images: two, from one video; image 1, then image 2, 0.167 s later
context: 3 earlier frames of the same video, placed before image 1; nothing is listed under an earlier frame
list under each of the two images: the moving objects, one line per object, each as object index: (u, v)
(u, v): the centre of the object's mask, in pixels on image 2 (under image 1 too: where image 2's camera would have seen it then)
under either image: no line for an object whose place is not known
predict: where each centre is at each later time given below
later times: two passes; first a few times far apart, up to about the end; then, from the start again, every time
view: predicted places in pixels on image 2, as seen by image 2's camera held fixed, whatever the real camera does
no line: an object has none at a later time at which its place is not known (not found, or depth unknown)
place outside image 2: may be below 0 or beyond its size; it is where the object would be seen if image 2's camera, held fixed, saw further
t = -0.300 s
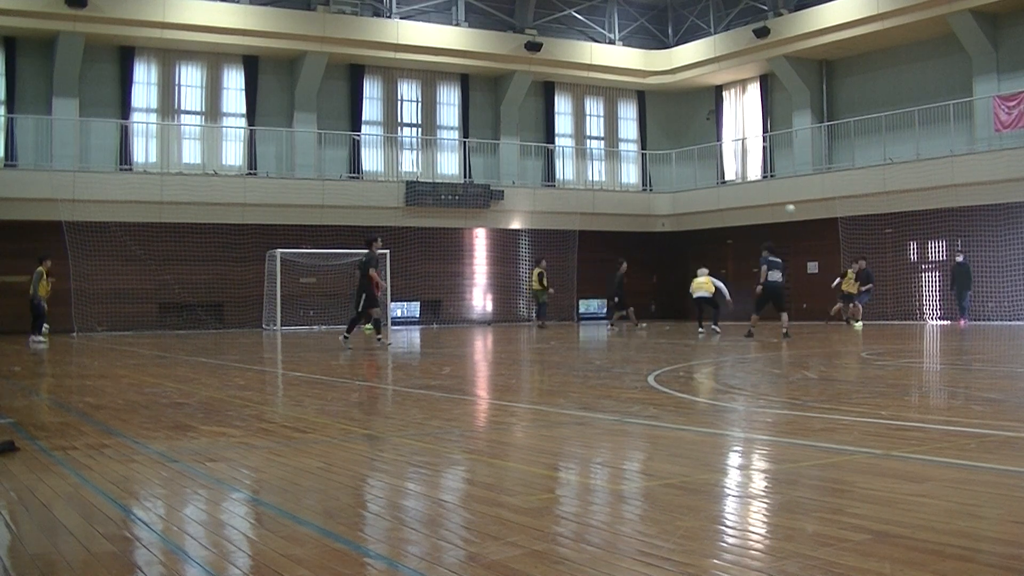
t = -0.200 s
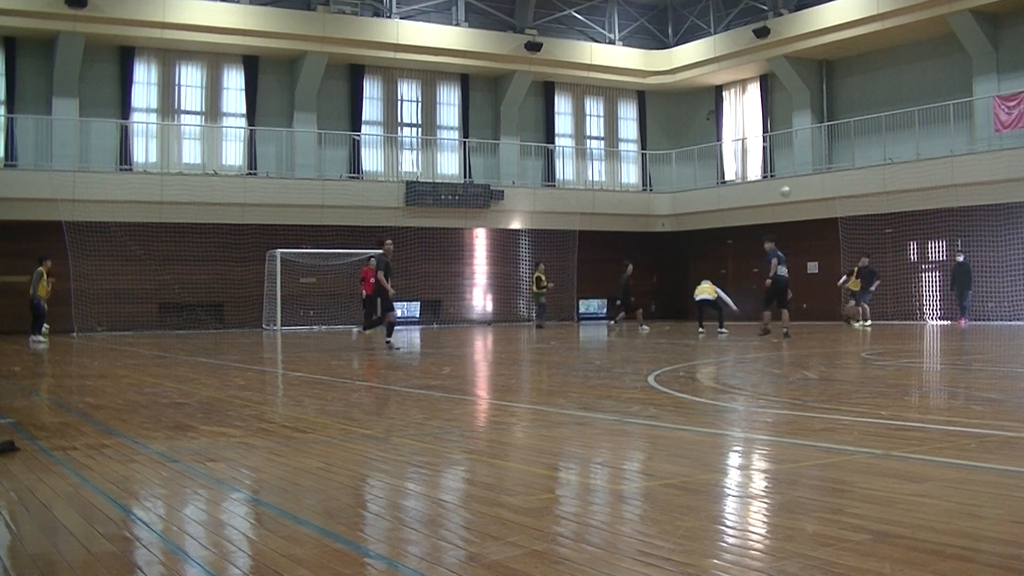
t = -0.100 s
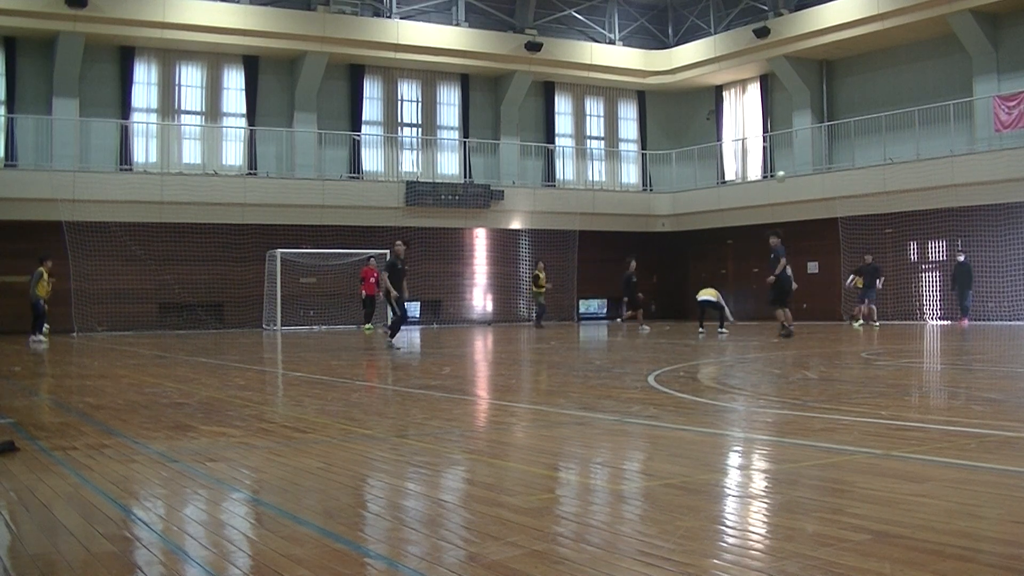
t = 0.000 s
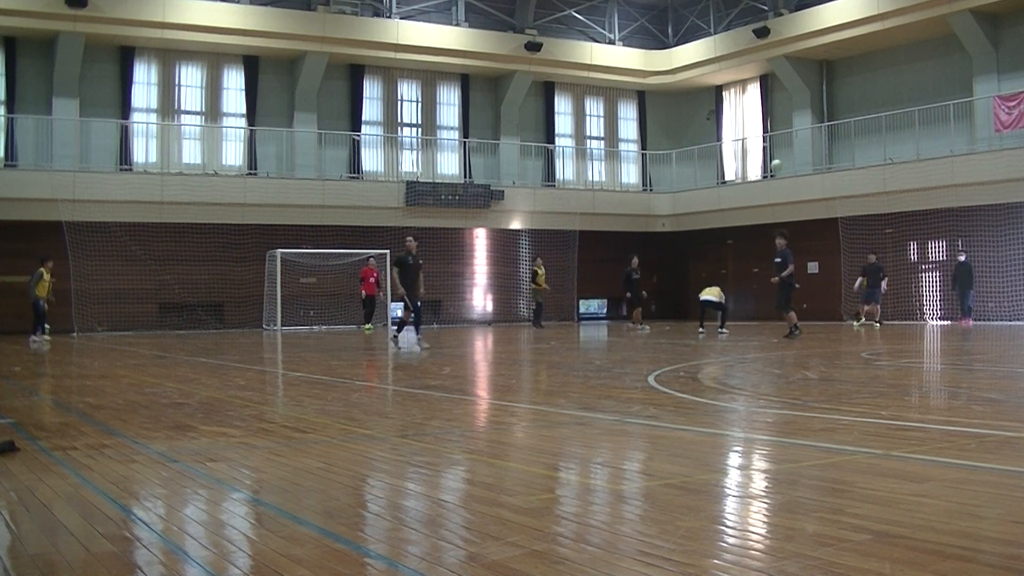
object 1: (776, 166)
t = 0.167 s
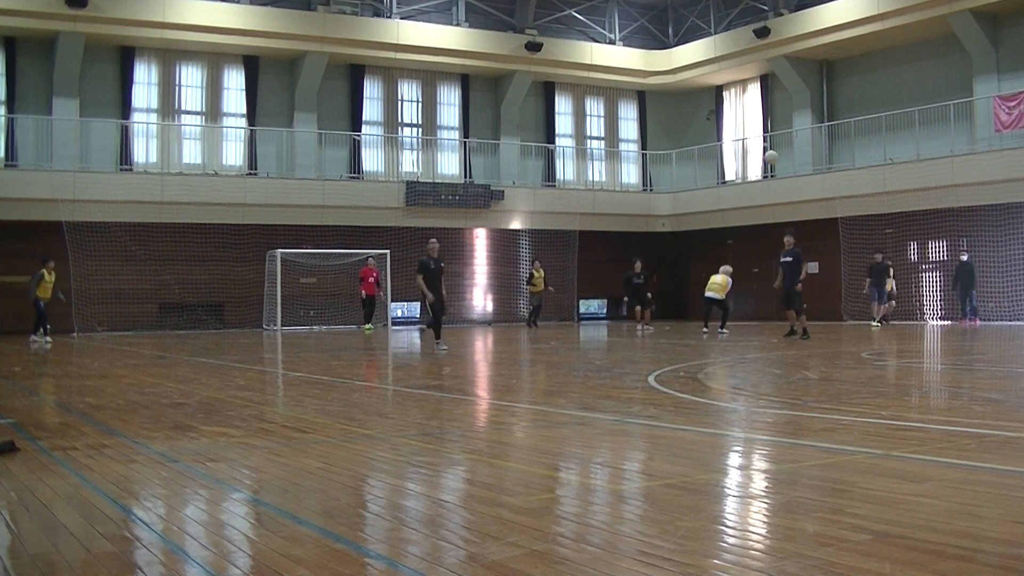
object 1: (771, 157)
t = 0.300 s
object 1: (769, 161)
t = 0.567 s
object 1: (770, 215)
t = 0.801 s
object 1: (780, 339)
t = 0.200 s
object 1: (771, 157)
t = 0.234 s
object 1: (770, 158)
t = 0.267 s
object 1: (769, 159)
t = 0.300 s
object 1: (769, 161)
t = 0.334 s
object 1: (769, 164)
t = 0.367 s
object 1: (768, 169)
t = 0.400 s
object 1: (768, 172)
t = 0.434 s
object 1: (768, 178)
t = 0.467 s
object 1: (769, 186)
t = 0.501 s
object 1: (769, 194)
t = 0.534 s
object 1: (770, 204)
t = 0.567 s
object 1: (770, 215)
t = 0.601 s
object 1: (771, 228)
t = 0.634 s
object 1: (772, 241)
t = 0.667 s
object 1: (773, 257)
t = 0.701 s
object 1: (774, 275)
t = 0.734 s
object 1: (776, 295)
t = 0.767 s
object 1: (778, 315)
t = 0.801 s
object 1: (780, 339)
